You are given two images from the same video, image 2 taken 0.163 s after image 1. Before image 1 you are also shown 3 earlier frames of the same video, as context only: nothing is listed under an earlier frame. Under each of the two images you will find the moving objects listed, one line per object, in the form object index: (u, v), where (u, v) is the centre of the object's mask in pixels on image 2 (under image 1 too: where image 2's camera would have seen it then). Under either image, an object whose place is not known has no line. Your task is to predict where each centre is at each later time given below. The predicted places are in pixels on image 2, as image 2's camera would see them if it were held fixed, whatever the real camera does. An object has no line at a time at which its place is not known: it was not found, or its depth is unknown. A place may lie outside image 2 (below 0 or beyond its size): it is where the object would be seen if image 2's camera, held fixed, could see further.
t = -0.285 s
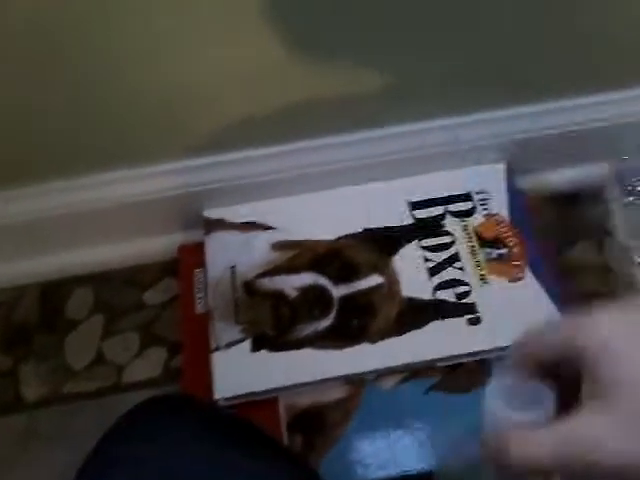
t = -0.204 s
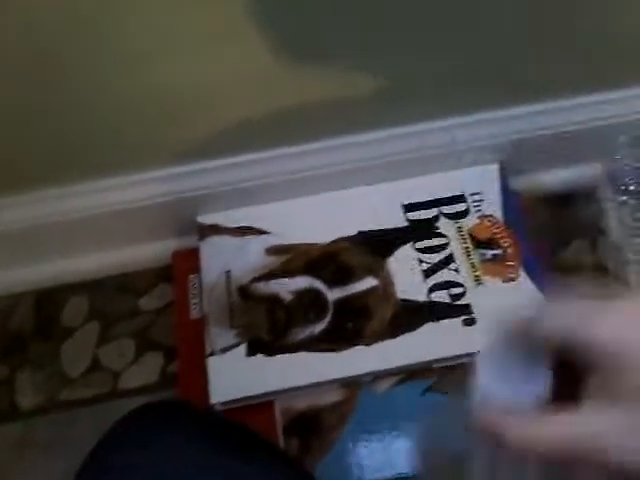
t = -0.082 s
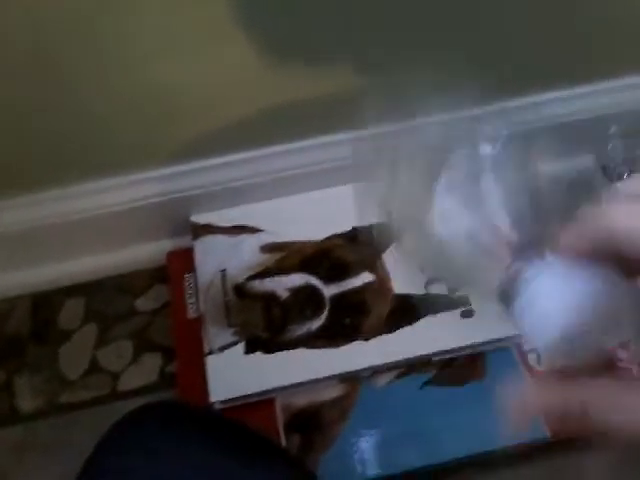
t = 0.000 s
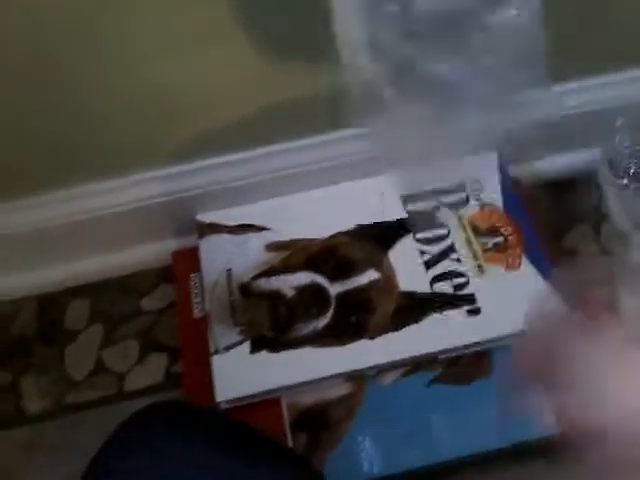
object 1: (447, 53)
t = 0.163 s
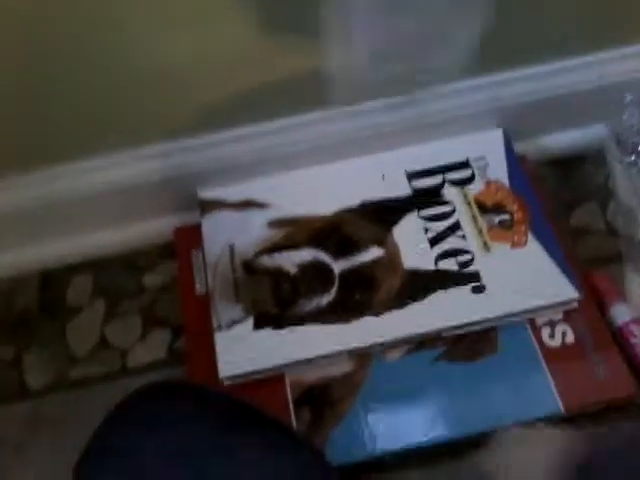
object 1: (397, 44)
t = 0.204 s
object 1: (378, 69)
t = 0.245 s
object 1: (372, 110)
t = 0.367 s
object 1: (352, 136)
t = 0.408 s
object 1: (352, 142)
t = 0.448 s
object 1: (357, 144)
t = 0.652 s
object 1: (353, 146)
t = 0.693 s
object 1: (354, 146)
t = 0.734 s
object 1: (354, 146)
